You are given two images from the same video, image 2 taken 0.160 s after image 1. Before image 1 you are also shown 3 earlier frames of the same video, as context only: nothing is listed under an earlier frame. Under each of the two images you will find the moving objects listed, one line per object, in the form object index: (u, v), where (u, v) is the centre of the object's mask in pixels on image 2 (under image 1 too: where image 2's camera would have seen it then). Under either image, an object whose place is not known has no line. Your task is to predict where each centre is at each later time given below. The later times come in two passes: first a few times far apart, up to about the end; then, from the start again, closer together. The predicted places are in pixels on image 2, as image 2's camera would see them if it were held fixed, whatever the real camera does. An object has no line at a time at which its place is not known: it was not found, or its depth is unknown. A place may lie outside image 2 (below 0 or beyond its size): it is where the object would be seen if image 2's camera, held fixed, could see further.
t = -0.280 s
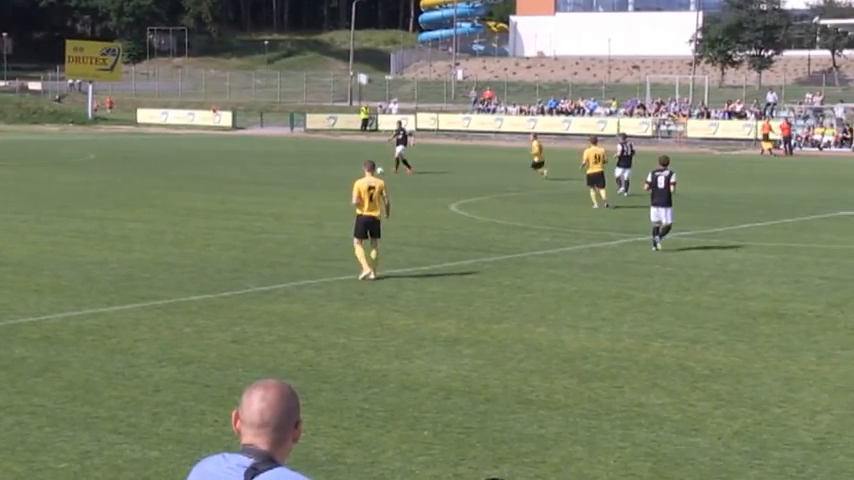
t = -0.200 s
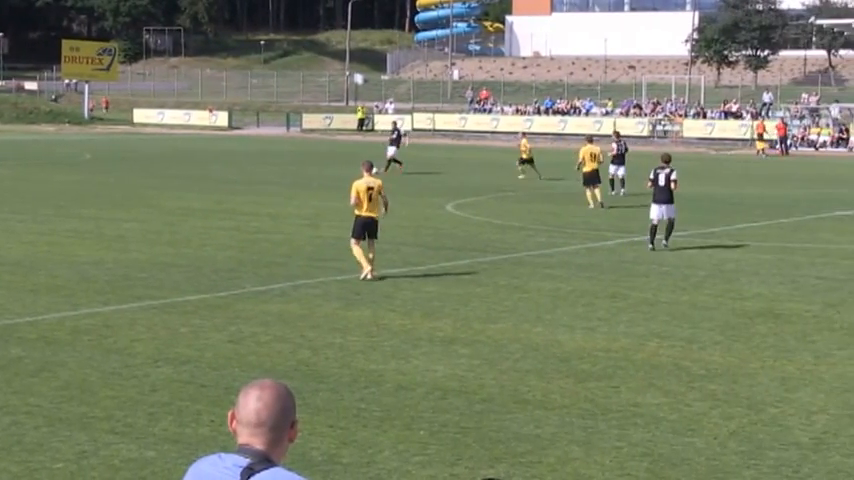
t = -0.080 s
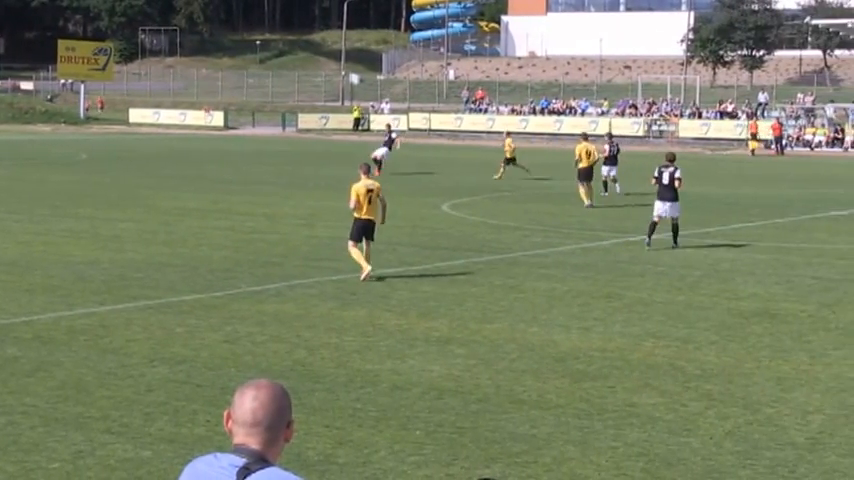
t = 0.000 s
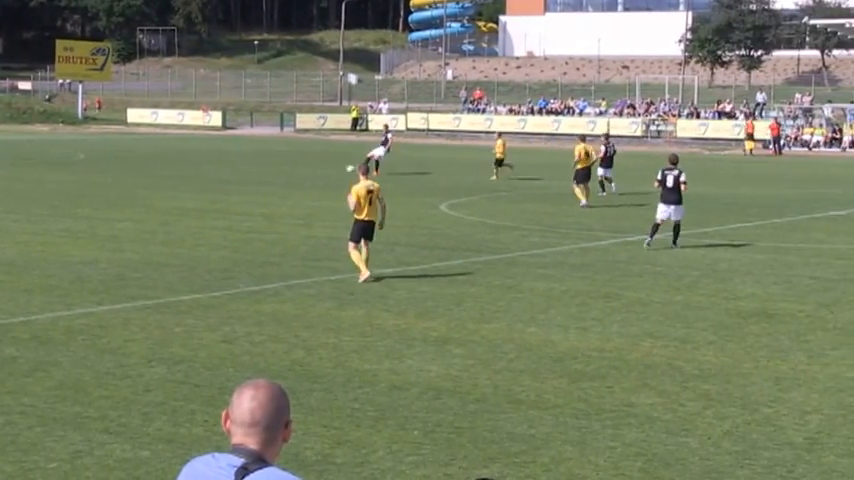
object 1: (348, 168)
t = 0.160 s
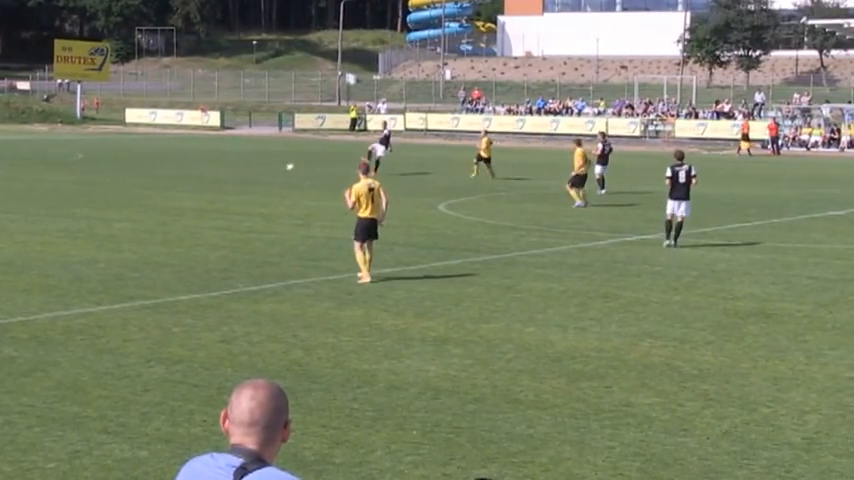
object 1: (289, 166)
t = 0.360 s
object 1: (216, 178)
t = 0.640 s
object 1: (121, 182)
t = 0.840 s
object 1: (61, 185)
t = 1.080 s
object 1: (-2, 189)
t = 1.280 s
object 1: (-54, 192)
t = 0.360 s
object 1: (216, 178)
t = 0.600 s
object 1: (133, 180)
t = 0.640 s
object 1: (121, 182)
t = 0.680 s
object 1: (109, 183)
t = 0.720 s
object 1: (96, 183)
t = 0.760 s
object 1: (84, 184)
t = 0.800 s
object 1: (72, 185)
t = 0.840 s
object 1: (61, 185)
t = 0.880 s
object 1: (50, 185)
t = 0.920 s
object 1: (39, 186)
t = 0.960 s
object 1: (28, 187)
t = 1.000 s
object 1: (18, 189)
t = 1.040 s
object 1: (7, 189)
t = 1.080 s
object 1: (-2, 189)
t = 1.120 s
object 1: (-13, 189)
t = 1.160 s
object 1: (-24, 190)
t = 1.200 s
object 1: (-34, 192)
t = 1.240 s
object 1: (-44, 192)
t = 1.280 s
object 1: (-54, 192)
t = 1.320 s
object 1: (-65, 193)
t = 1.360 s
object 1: (-75, 195)
